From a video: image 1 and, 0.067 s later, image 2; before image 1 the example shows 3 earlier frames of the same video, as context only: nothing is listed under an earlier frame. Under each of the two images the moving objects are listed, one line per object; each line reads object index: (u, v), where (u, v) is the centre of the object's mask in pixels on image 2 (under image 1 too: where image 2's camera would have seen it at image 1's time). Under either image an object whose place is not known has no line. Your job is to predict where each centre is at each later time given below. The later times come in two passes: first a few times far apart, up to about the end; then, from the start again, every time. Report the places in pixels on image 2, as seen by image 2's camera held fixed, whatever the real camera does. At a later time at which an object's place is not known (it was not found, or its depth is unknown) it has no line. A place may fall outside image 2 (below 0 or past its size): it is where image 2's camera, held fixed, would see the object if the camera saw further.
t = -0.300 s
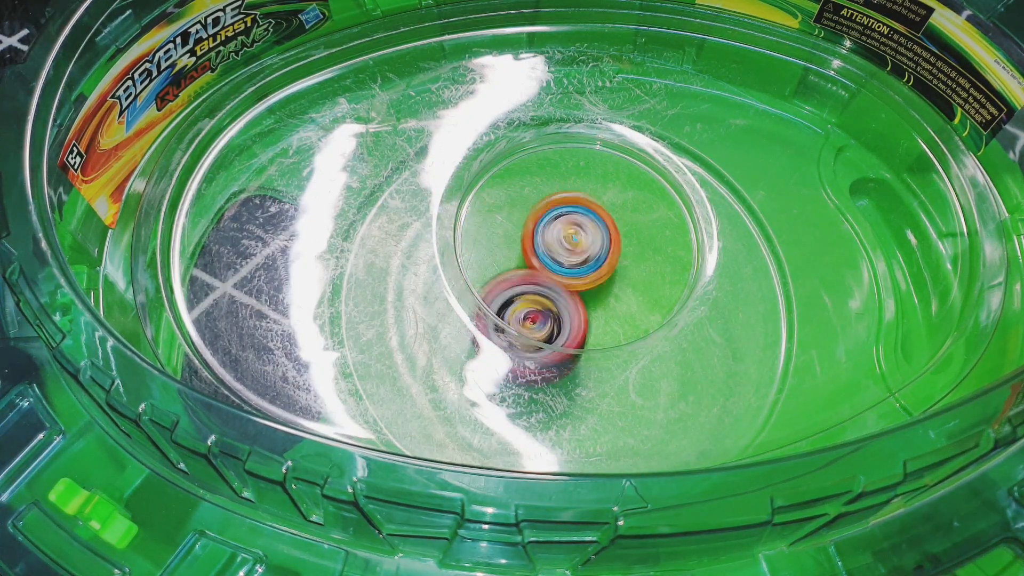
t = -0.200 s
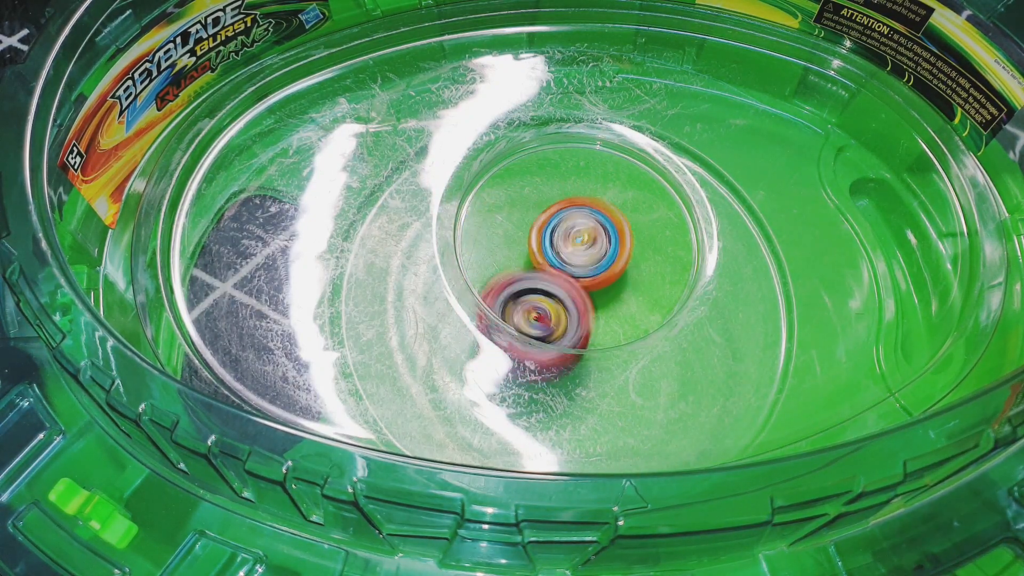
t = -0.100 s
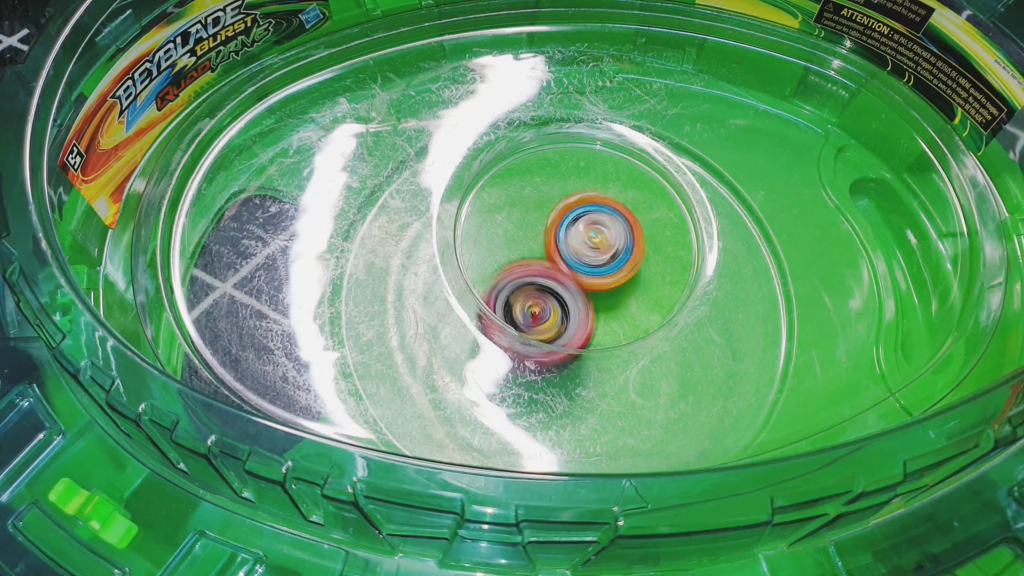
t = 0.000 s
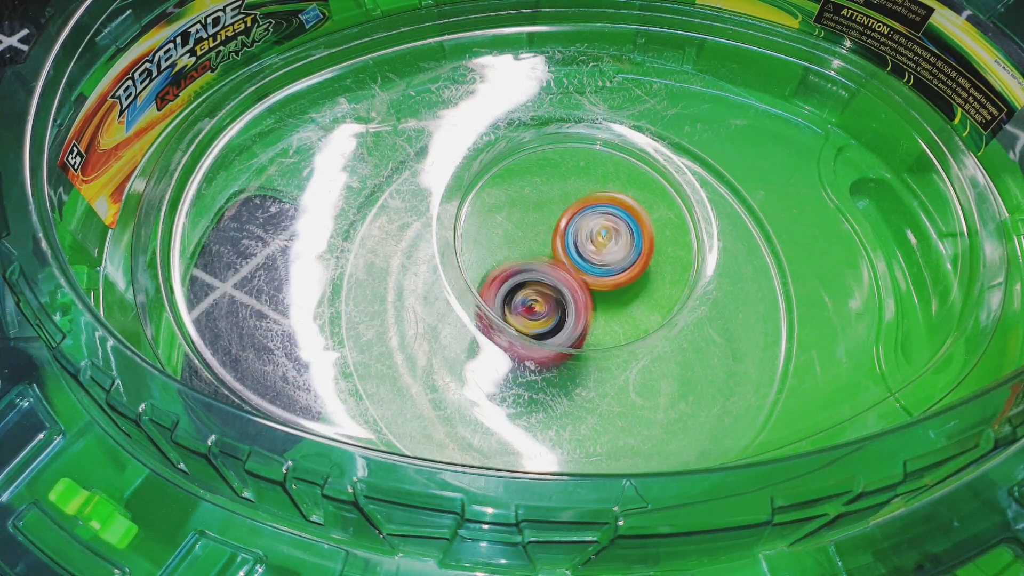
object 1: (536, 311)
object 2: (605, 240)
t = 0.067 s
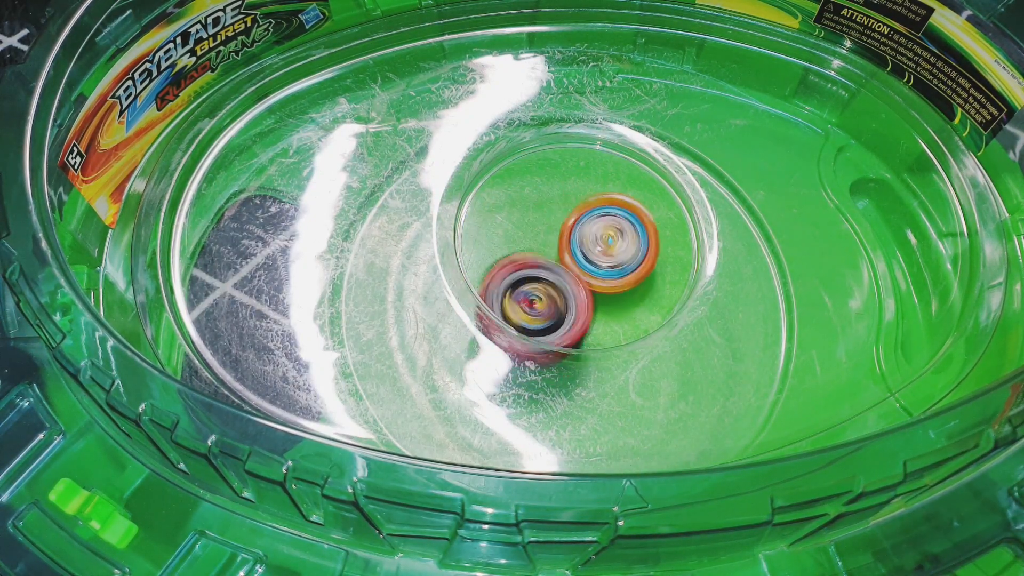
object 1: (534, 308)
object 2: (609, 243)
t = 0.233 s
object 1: (524, 294)
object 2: (628, 249)
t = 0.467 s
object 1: (495, 287)
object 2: (644, 259)
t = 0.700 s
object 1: (501, 281)
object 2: (637, 275)
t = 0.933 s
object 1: (520, 269)
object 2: (636, 285)
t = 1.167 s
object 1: (533, 238)
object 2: (629, 292)
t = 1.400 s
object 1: (527, 209)
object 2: (613, 296)
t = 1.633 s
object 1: (528, 210)
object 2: (595, 295)
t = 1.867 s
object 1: (524, 209)
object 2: (582, 298)
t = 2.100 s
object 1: (510, 199)
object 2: (584, 327)
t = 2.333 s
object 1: (537, 231)
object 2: (574, 335)
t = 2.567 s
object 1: (576, 226)
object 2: (566, 334)
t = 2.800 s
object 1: (604, 227)
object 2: (556, 320)
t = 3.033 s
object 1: (623, 230)
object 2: (552, 308)
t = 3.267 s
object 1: (634, 240)
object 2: (543, 298)
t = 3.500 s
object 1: (648, 248)
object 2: (512, 290)
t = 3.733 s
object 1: (647, 259)
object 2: (511, 283)
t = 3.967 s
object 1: (632, 295)
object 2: (490, 264)
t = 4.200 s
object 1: (633, 342)
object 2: (484, 255)
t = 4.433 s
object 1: (609, 349)
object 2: (500, 261)
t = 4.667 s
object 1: (587, 361)
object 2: (515, 265)
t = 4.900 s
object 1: (582, 362)
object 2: (519, 275)
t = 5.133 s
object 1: (581, 345)
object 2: (510, 262)
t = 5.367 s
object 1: (582, 323)
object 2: (514, 248)
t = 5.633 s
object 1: (588, 306)
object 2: (554, 204)
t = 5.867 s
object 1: (581, 290)
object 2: (591, 192)
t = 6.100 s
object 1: (537, 279)
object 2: (634, 214)
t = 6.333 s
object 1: (498, 302)
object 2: (654, 256)
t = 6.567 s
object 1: (512, 310)
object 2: (652, 305)
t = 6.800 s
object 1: (527, 301)
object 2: (630, 350)
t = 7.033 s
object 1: (543, 262)
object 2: (594, 363)
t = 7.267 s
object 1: (551, 224)
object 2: (553, 339)
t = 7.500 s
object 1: (556, 216)
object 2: (519, 308)
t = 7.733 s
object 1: (570, 236)
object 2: (496, 286)
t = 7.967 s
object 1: (633, 254)
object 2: (495, 283)
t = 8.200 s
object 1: (648, 260)
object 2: (499, 289)
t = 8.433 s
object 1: (633, 273)
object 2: (499, 289)
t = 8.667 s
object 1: (586, 296)
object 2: (486, 284)
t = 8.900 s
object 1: (580, 322)
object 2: (474, 273)
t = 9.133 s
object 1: (583, 331)
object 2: (483, 269)
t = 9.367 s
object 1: (585, 319)
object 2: (491, 274)
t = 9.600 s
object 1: (593, 292)
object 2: (491, 274)
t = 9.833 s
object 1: (580, 253)
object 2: (491, 274)
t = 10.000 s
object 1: (571, 239)
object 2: (490, 276)
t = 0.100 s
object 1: (534, 305)
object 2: (612, 245)
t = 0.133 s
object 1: (533, 301)
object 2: (614, 246)
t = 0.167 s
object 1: (533, 298)
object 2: (617, 248)
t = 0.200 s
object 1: (533, 294)
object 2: (619, 250)
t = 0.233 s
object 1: (524, 294)
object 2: (628, 249)
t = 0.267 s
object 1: (518, 293)
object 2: (637, 250)
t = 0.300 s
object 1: (513, 291)
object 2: (641, 249)
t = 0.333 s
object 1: (509, 289)
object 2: (642, 251)
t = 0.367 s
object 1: (506, 288)
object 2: (642, 253)
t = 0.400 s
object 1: (503, 287)
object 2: (644, 254)
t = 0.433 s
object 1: (500, 287)
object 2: (644, 257)
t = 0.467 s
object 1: (495, 287)
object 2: (644, 259)
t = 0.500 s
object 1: (497, 285)
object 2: (645, 262)
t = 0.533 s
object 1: (497, 285)
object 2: (644, 264)
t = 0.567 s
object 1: (492, 286)
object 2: (644, 265)
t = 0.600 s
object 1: (492, 284)
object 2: (642, 269)
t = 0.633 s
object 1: (493, 284)
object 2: (641, 270)
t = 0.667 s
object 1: (496, 282)
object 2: (640, 272)
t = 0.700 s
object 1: (501, 281)
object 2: (637, 275)
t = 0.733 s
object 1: (512, 277)
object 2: (636, 276)
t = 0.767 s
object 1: (514, 277)
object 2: (633, 279)
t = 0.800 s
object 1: (516, 277)
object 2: (629, 280)
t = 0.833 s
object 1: (518, 276)
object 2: (628, 281)
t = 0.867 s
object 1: (521, 275)
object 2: (624, 283)
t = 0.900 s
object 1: (521, 272)
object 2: (626, 285)
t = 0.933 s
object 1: (520, 269)
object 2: (636, 285)
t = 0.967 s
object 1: (521, 266)
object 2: (636, 285)
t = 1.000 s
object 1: (523, 263)
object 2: (638, 285)
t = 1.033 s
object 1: (526, 257)
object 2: (637, 286)
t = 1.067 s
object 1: (529, 253)
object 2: (634, 287)
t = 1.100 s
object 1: (532, 249)
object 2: (632, 288)
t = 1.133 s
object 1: (534, 244)
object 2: (632, 289)
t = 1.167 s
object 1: (533, 238)
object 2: (629, 292)
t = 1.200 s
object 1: (532, 232)
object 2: (627, 292)
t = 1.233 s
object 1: (531, 226)
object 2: (626, 293)
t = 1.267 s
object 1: (531, 222)
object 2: (624, 294)
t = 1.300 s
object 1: (530, 218)
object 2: (620, 295)
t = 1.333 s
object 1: (529, 214)
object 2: (619, 295)
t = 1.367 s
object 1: (528, 211)
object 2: (617, 296)
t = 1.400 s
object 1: (527, 209)
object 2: (613, 296)
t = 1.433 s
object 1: (527, 208)
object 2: (611, 295)
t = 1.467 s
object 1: (527, 208)
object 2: (609, 295)
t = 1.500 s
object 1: (527, 208)
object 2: (605, 295)
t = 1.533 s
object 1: (528, 208)
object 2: (602, 293)
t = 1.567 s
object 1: (528, 209)
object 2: (600, 293)
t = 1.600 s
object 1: (528, 211)
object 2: (598, 293)
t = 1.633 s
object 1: (528, 210)
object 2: (595, 295)
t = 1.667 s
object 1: (526, 210)
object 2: (594, 296)
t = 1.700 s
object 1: (526, 210)
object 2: (592, 296)
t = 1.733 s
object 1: (526, 209)
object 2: (589, 296)
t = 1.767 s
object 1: (525, 208)
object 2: (586, 298)
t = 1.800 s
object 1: (524, 209)
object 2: (584, 297)
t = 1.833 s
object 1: (523, 209)
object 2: (584, 297)
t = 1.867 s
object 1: (524, 209)
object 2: (582, 298)
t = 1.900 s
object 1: (522, 205)
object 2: (585, 307)
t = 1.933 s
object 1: (517, 198)
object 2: (586, 311)
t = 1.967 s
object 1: (516, 195)
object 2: (588, 313)
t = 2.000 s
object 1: (514, 194)
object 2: (588, 323)
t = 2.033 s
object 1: (513, 196)
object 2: (587, 325)
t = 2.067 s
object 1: (512, 197)
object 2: (585, 326)
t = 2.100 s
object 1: (510, 199)
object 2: (584, 327)
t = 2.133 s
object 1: (511, 203)
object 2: (582, 327)
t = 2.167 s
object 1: (512, 208)
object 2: (580, 327)
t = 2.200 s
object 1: (516, 213)
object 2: (579, 327)
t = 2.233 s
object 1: (519, 219)
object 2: (578, 327)
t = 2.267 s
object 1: (526, 226)
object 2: (577, 327)
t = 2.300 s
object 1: (532, 231)
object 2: (575, 328)
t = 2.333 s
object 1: (537, 231)
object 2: (574, 335)
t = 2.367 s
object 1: (543, 230)
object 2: (572, 339)
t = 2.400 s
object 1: (548, 228)
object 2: (571, 337)
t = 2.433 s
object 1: (555, 228)
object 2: (569, 338)
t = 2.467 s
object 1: (561, 227)
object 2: (569, 336)
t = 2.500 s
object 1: (567, 227)
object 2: (567, 336)
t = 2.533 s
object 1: (572, 227)
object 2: (567, 335)
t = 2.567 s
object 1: (576, 226)
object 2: (566, 334)
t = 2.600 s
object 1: (580, 226)
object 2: (565, 334)
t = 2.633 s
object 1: (584, 227)
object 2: (562, 331)
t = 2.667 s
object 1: (588, 227)
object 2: (561, 330)
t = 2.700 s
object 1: (593, 228)
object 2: (560, 327)
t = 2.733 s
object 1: (597, 227)
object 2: (558, 326)
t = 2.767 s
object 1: (601, 228)
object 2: (558, 322)
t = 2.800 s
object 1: (604, 227)
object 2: (556, 320)
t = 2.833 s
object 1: (608, 227)
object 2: (557, 310)
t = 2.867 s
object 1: (611, 227)
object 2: (557, 309)
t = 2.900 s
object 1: (615, 229)
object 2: (557, 309)
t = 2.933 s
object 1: (618, 229)
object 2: (556, 308)
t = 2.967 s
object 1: (620, 230)
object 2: (554, 307)
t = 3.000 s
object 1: (622, 230)
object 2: (554, 306)
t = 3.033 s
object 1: (623, 230)
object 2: (552, 308)
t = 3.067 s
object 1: (624, 231)
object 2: (552, 304)
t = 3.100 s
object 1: (628, 233)
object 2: (550, 303)
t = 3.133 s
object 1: (631, 234)
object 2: (549, 303)
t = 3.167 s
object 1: (631, 235)
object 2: (548, 302)
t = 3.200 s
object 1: (631, 236)
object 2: (547, 300)
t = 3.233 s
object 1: (633, 237)
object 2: (545, 299)
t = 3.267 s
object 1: (634, 240)
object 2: (543, 298)
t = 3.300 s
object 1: (636, 241)
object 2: (543, 298)
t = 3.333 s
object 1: (636, 243)
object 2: (542, 296)
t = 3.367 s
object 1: (634, 245)
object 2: (541, 295)
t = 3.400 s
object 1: (639, 246)
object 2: (534, 293)
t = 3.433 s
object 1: (643, 247)
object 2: (523, 294)
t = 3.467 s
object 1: (646, 248)
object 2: (515, 292)
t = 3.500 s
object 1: (648, 248)
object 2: (512, 290)
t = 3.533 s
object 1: (649, 250)
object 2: (511, 289)
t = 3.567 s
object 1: (649, 251)
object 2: (511, 287)
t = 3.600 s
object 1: (650, 251)
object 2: (509, 286)
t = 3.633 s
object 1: (651, 254)
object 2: (509, 285)
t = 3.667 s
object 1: (648, 256)
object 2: (510, 284)
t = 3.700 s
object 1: (647, 257)
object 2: (510, 284)
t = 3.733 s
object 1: (647, 259)
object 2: (511, 283)
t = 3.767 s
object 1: (643, 262)
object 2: (515, 280)
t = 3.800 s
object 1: (638, 267)
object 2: (516, 279)
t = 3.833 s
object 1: (633, 272)
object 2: (515, 280)
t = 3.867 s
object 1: (628, 276)
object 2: (518, 278)
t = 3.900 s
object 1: (622, 279)
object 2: (519, 277)
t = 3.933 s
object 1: (628, 286)
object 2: (506, 268)
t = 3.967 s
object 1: (632, 295)
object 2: (490, 264)
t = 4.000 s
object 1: (634, 304)
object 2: (484, 260)
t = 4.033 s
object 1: (635, 311)
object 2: (483, 257)
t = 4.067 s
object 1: (635, 318)
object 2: (482, 255)
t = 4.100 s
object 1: (635, 325)
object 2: (481, 255)
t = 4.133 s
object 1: (635, 333)
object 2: (482, 257)
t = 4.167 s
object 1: (633, 337)
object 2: (483, 257)
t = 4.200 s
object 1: (633, 342)
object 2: (484, 255)
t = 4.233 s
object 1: (631, 344)
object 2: (484, 255)
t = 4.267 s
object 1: (627, 346)
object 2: (484, 255)
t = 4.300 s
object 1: (625, 348)
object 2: (486, 257)
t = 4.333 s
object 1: (621, 350)
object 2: (487, 258)
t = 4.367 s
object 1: (617, 350)
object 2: (489, 258)
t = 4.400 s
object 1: (613, 350)
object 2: (491, 261)
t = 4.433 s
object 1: (609, 349)
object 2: (500, 261)
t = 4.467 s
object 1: (603, 347)
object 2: (504, 266)
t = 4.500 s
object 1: (597, 345)
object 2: (508, 268)
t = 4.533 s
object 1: (590, 342)
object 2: (507, 275)
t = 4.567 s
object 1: (588, 344)
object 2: (513, 271)
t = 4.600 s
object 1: (586, 350)
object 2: (513, 268)
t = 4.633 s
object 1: (586, 356)
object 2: (515, 266)
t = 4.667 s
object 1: (587, 361)
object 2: (515, 265)
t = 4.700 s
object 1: (587, 364)
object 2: (516, 267)
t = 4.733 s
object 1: (587, 366)
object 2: (518, 271)
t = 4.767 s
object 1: (586, 367)
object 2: (518, 271)
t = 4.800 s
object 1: (584, 367)
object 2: (518, 271)
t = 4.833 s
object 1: (585, 367)
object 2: (518, 274)
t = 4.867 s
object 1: (584, 365)
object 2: (520, 275)
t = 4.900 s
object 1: (582, 362)
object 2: (519, 275)
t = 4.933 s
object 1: (581, 357)
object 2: (515, 277)
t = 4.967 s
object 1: (580, 355)
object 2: (517, 275)
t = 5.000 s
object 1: (579, 352)
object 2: (516, 271)
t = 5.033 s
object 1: (580, 348)
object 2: (513, 271)
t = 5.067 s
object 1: (580, 350)
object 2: (513, 266)
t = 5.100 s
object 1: (580, 348)
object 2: (511, 263)
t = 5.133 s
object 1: (581, 345)
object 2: (510, 262)
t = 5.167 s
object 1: (581, 344)
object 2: (513, 261)
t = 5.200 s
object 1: (581, 340)
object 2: (510, 259)
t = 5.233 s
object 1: (581, 336)
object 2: (510, 259)
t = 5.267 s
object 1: (579, 331)
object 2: (511, 258)
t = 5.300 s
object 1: (581, 330)
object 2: (510, 255)
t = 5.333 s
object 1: (583, 328)
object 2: (510, 251)
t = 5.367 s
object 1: (582, 323)
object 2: (514, 248)
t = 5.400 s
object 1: (583, 319)
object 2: (517, 247)
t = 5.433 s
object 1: (583, 316)
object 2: (521, 243)
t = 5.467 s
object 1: (585, 308)
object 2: (525, 235)
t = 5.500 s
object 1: (586, 309)
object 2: (530, 227)
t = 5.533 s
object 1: (587, 316)
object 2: (535, 219)
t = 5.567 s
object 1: (588, 307)
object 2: (542, 213)
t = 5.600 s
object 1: (588, 306)
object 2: (547, 206)
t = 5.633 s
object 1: (588, 306)
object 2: (554, 204)
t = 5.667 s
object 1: (588, 304)
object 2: (558, 198)
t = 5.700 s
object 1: (587, 303)
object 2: (565, 195)
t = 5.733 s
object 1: (588, 301)
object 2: (571, 193)
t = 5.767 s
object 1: (586, 299)
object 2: (576, 192)
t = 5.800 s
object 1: (585, 297)
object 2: (580, 192)
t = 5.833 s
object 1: (583, 293)
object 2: (587, 190)
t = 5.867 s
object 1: (581, 290)
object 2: (591, 192)
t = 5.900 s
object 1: (577, 285)
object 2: (597, 192)
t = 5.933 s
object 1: (574, 281)
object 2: (600, 192)
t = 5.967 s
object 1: (572, 277)
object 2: (606, 195)
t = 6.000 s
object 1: (568, 273)
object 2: (610, 197)
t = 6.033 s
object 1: (558, 273)
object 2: (619, 202)
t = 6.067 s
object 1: (549, 275)
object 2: (626, 209)
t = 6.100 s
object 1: (537, 279)
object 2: (634, 214)
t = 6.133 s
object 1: (530, 280)
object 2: (638, 220)
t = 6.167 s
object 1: (521, 284)
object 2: (642, 224)
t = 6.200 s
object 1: (515, 288)
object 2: (646, 228)
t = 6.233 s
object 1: (511, 291)
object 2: (650, 234)
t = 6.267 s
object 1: (507, 293)
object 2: (653, 240)
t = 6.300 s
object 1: (505, 295)
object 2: (655, 249)
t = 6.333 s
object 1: (498, 302)
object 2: (654, 256)
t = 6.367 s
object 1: (504, 299)
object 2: (656, 260)
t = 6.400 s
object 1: (503, 301)
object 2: (657, 266)
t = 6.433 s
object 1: (496, 309)
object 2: (655, 274)
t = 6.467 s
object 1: (496, 310)
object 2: (651, 279)
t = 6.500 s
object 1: (497, 311)
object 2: (651, 287)
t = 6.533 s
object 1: (509, 309)
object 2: (655, 300)
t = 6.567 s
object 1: (512, 310)
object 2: (652, 305)
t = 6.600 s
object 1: (515, 311)
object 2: (652, 311)
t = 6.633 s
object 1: (518, 312)
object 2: (647, 318)
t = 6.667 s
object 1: (523, 312)
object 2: (641, 324)
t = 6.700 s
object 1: (525, 312)
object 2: (636, 329)
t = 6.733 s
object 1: (527, 309)
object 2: (634, 338)
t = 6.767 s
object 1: (526, 305)
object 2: (632, 345)
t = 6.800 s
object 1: (527, 301)
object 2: (630, 350)
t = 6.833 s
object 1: (528, 297)
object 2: (626, 356)
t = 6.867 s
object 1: (531, 290)
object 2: (621, 360)
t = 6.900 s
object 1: (535, 283)
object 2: (615, 363)
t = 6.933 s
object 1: (535, 279)
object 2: (611, 364)
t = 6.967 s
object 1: (538, 274)
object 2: (606, 366)
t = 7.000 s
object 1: (540, 268)
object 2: (599, 365)
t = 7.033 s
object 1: (543, 262)
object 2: (594, 363)
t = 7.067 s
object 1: (544, 255)
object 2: (590, 363)
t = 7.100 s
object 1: (547, 249)
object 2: (584, 361)
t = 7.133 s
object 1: (547, 242)
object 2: (576, 358)
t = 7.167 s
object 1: (549, 237)
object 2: (571, 354)
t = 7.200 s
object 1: (550, 232)
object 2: (566, 350)
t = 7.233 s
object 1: (549, 227)
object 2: (560, 345)
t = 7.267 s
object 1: (551, 224)
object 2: (553, 339)
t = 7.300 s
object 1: (551, 220)
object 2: (548, 332)
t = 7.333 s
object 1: (551, 218)
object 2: (543, 328)
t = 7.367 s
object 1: (553, 217)
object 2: (538, 325)
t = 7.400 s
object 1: (553, 216)
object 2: (532, 320)
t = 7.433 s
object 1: (553, 215)
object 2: (525, 316)
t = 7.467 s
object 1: (555, 216)
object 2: (522, 311)
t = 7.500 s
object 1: (556, 216)
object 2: (519, 308)
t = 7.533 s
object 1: (556, 217)
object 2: (516, 305)
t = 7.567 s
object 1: (558, 220)
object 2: (512, 303)
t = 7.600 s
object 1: (559, 221)
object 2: (509, 299)
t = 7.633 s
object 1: (561, 226)
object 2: (506, 295)
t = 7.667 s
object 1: (564, 227)
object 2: (502, 292)
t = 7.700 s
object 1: (567, 232)
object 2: (499, 289)
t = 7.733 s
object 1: (570, 236)
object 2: (496, 286)
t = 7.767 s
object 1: (575, 241)
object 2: (494, 284)
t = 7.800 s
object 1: (583, 246)
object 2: (493, 281)
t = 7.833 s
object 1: (594, 249)
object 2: (493, 281)
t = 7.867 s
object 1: (604, 250)
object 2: (493, 281)
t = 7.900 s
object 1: (616, 252)
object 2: (494, 281)
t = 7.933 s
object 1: (624, 252)
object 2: (495, 282)
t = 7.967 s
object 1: (633, 254)
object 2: (495, 283)
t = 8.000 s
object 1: (636, 254)
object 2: (496, 284)
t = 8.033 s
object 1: (641, 256)
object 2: (497, 286)
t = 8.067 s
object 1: (643, 255)
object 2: (498, 288)
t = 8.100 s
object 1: (647, 257)
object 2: (499, 289)
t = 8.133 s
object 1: (646, 257)
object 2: (499, 289)
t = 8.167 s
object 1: (649, 258)
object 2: (500, 289)
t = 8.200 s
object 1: (648, 260)
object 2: (499, 289)
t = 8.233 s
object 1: (649, 260)
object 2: (499, 290)
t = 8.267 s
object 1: (646, 264)
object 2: (499, 289)
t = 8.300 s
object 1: (644, 264)
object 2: (499, 289)
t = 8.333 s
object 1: (644, 266)
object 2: (499, 289)
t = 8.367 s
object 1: (639, 268)
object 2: (499, 289)
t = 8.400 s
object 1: (638, 271)
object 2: (499, 289)
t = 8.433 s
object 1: (633, 273)
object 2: (499, 289)
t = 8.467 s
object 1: (628, 276)
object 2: (499, 289)
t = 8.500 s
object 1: (619, 278)
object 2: (499, 289)
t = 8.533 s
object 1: (613, 281)
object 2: (499, 289)
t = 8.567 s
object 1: (602, 284)
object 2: (499, 289)
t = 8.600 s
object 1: (594, 286)
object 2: (498, 289)
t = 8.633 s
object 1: (586, 290)
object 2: (494, 288)
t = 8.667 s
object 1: (586, 296)
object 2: (486, 284)
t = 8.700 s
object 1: (585, 299)
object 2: (478, 281)
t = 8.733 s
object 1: (585, 302)
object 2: (471, 278)
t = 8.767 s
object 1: (585, 304)
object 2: (467, 275)
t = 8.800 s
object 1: (584, 311)
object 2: (466, 274)
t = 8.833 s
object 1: (583, 315)
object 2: (467, 275)
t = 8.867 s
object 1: (582, 318)
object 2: (470, 274)
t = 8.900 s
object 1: (580, 322)
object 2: (474, 273)
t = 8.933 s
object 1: (578, 322)
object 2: (478, 273)
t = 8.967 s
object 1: (579, 324)
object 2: (486, 274)
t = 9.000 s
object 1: (576, 324)
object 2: (487, 275)
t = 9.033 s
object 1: (580, 327)
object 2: (487, 273)
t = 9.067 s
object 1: (581, 330)
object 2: (485, 269)
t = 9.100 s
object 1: (583, 331)
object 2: (484, 269)
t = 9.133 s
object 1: (583, 331)
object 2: (483, 269)
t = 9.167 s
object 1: (582, 330)
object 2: (484, 270)
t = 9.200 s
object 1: (583, 330)
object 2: (485, 270)
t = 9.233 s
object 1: (581, 328)
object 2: (487, 271)
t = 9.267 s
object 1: (582, 324)
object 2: (488, 272)
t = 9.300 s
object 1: (583, 324)
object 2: (490, 273)
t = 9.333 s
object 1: (582, 321)
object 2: (489, 274)
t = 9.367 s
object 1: (585, 319)
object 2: (491, 274)
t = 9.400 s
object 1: (584, 308)
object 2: (491, 274)
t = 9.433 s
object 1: (586, 309)
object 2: (491, 274)
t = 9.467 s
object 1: (587, 304)
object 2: (491, 275)
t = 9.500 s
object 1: (586, 301)
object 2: (490, 274)
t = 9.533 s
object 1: (591, 299)
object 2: (490, 274)
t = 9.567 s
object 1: (591, 296)
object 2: (490, 274)
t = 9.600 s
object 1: (593, 292)
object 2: (491, 274)
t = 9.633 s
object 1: (594, 288)
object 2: (492, 275)
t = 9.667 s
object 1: (593, 281)
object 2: (492, 276)
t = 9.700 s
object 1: (592, 276)
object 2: (492, 276)
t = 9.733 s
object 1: (591, 270)
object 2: (492, 276)
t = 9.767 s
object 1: (588, 264)
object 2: (492, 275)
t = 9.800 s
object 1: (585, 258)
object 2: (491, 275)
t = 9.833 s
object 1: (580, 253)
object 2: (491, 274)
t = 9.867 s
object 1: (575, 249)
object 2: (490, 275)
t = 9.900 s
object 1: (573, 246)
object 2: (489, 275)
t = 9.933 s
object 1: (571, 243)
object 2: (488, 275)
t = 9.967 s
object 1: (570, 240)
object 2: (489, 275)
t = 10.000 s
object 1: (571, 239)
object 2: (490, 276)
